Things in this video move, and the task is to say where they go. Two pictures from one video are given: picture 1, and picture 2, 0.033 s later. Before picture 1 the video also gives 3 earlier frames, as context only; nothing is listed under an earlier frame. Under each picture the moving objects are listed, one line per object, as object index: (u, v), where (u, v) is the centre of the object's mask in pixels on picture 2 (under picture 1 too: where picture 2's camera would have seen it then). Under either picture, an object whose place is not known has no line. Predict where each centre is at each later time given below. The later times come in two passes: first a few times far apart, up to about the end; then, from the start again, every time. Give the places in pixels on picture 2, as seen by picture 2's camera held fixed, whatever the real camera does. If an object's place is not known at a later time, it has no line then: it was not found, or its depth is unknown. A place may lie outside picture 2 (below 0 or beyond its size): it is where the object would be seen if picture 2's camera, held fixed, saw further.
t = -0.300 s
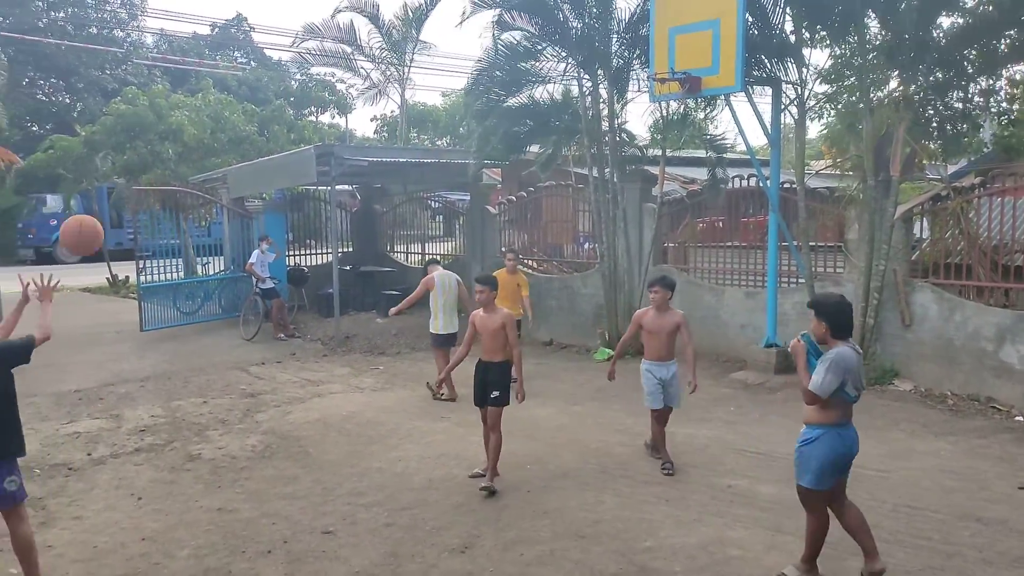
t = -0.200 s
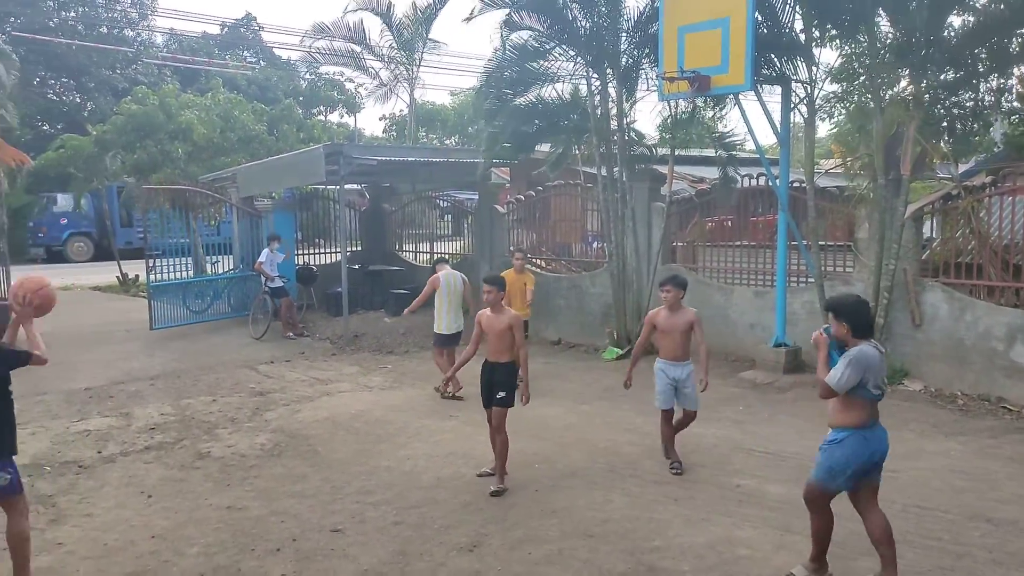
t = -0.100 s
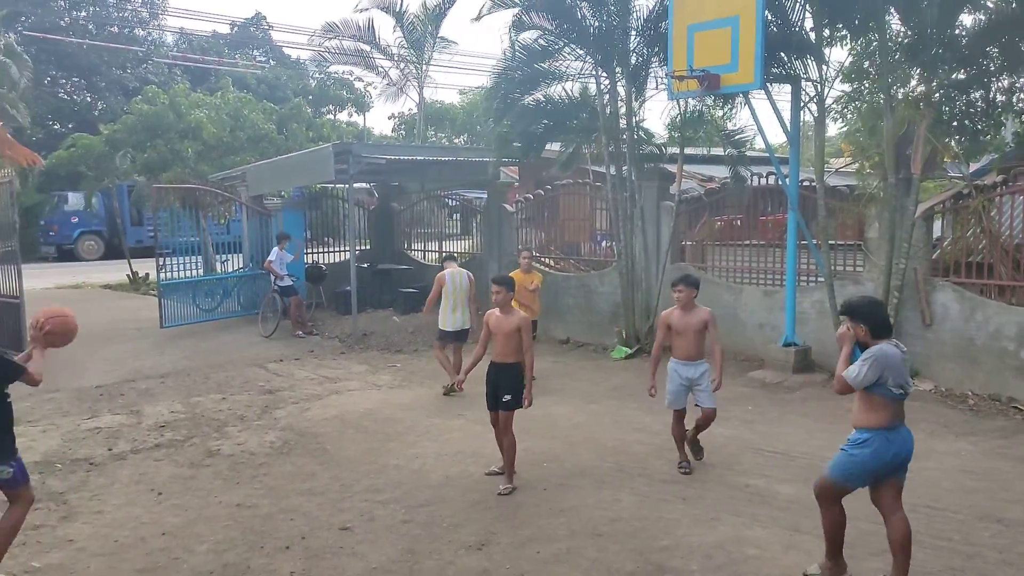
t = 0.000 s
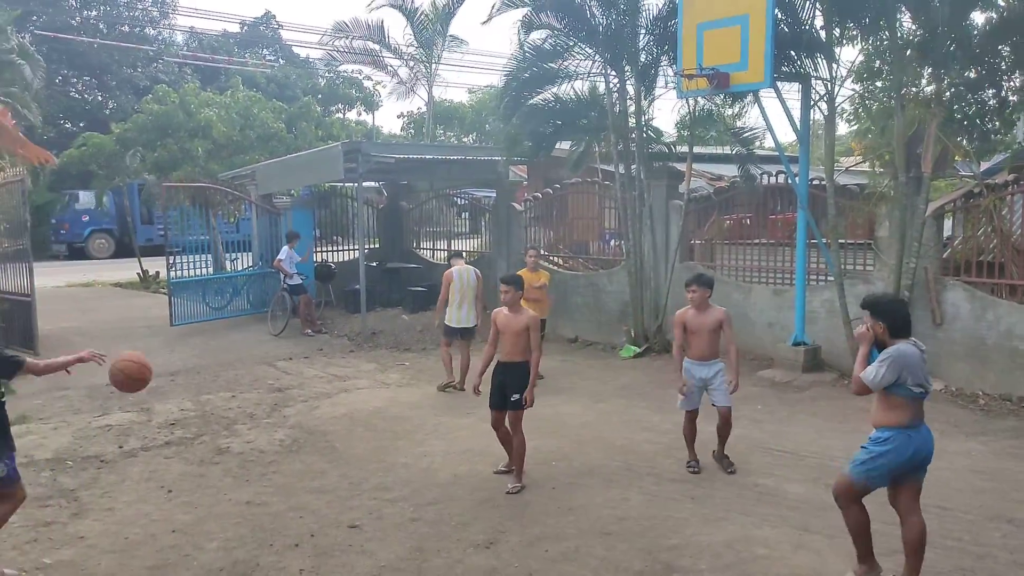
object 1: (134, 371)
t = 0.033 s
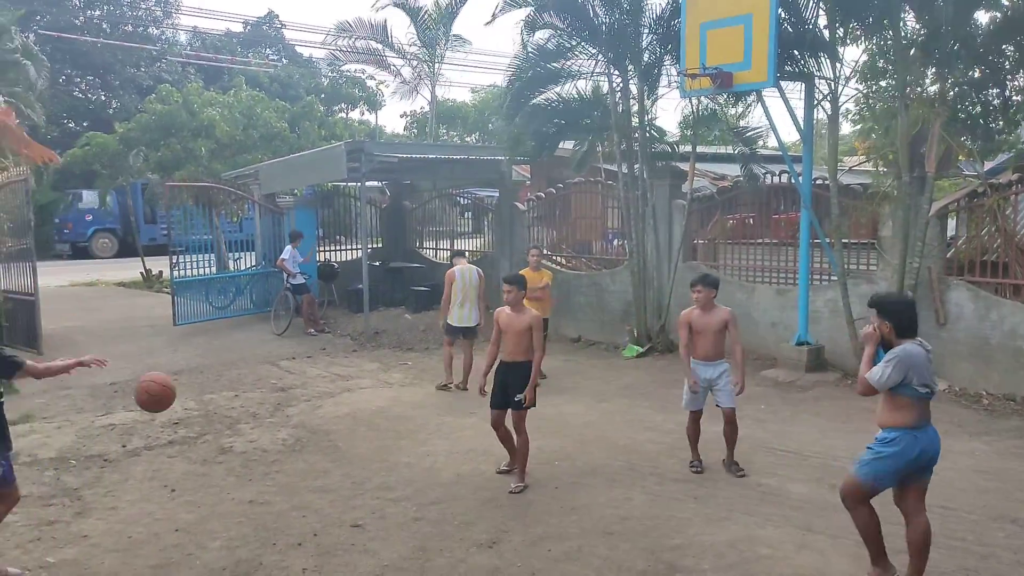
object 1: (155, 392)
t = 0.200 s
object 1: (249, 513)
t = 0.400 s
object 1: (315, 389)
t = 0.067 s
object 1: (176, 414)
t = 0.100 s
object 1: (195, 438)
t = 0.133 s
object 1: (214, 462)
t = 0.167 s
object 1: (232, 488)
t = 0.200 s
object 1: (249, 513)
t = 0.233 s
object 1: (260, 489)
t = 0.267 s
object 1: (271, 465)
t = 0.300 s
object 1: (282, 444)
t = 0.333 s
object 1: (293, 423)
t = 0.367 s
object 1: (304, 405)
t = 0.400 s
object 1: (315, 389)
